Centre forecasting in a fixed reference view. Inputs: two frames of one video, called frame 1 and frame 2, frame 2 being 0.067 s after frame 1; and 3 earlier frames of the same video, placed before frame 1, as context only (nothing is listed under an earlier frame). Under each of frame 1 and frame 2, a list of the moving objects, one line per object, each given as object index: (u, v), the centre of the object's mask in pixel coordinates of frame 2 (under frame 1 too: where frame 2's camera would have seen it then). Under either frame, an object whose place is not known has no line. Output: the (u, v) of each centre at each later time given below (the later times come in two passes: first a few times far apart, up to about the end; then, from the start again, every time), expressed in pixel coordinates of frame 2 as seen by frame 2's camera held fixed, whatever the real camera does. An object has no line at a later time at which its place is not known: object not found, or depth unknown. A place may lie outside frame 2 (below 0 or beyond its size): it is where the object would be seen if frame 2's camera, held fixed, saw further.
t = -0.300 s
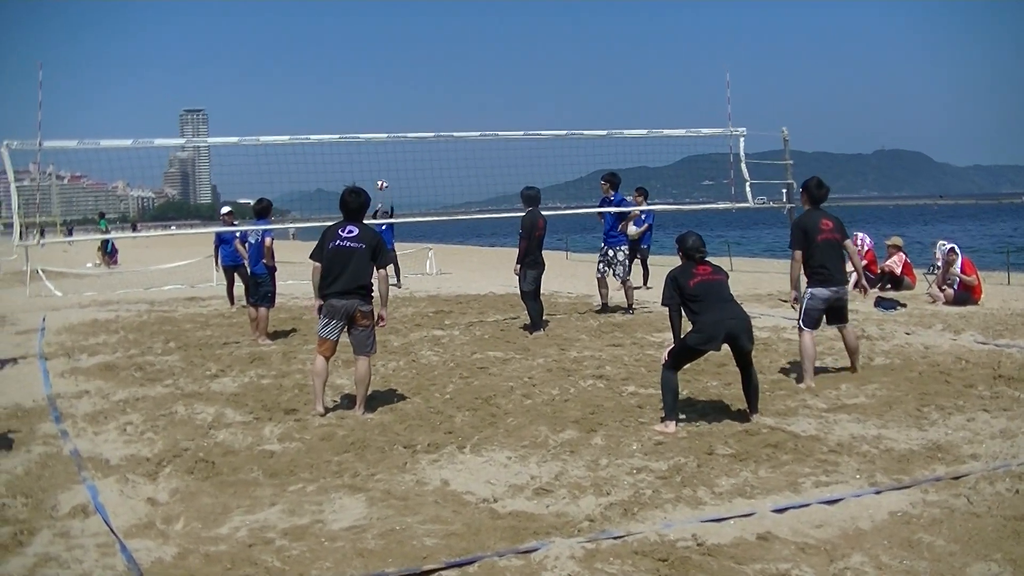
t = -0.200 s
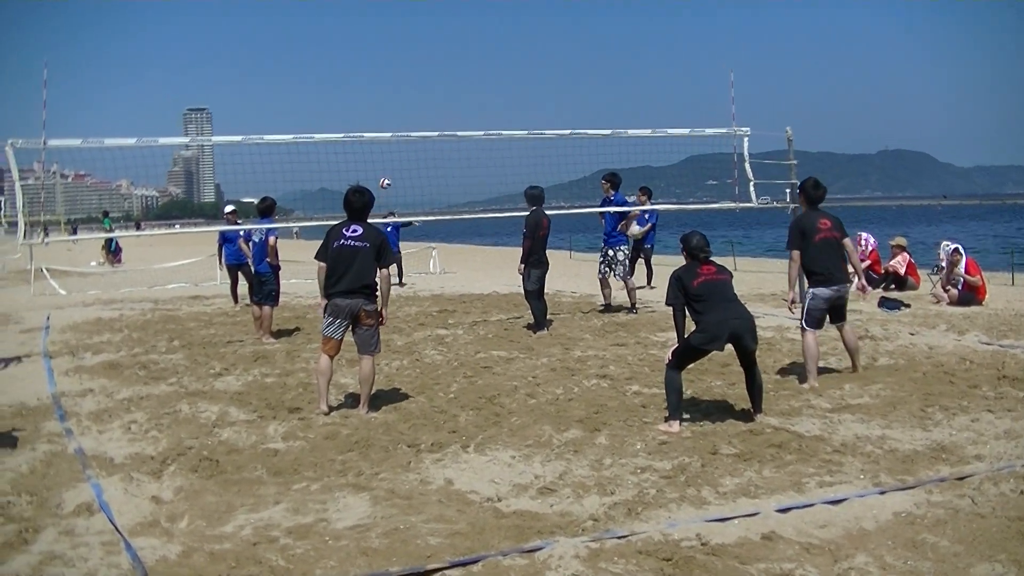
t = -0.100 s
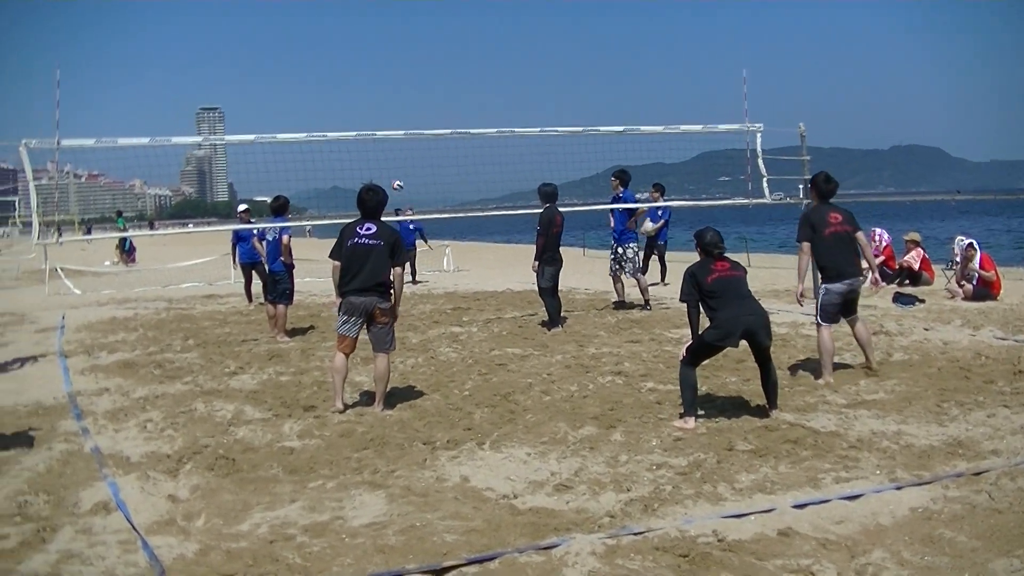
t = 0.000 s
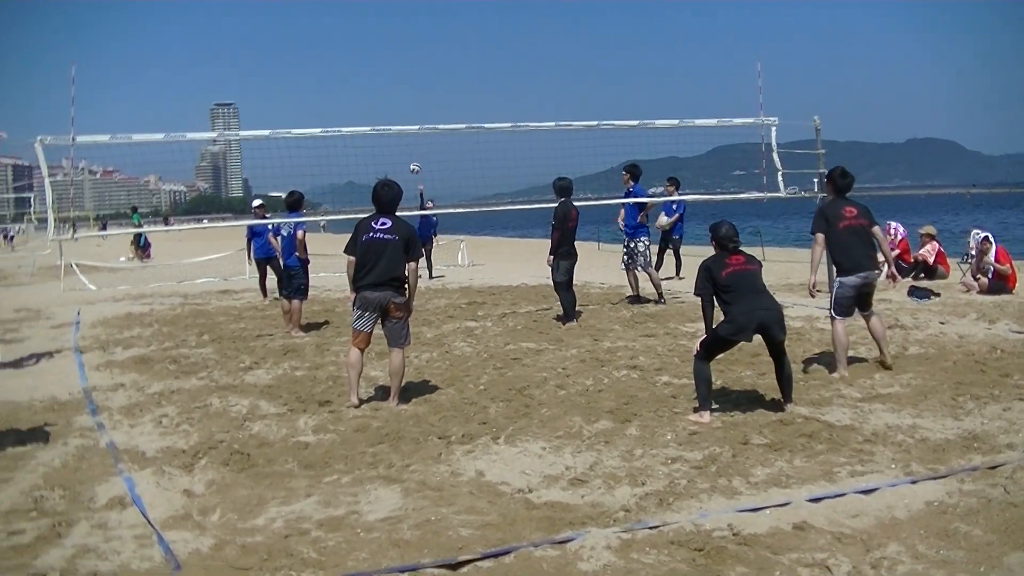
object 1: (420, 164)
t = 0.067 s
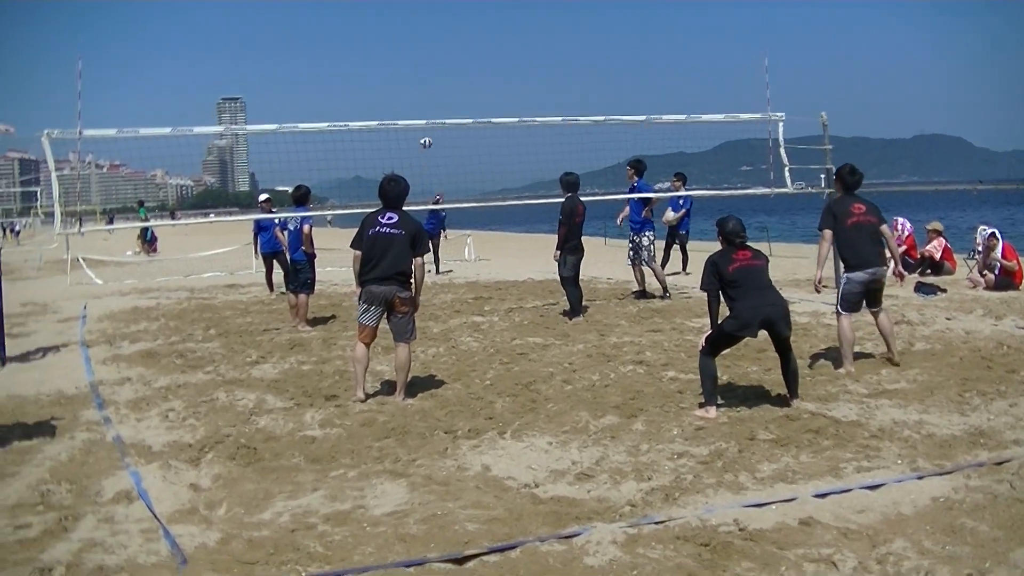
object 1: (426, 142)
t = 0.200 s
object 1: (434, 104)
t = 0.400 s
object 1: (445, 65)
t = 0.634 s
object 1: (459, 45)
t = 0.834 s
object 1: (478, 60)
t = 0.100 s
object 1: (429, 132)
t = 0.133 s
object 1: (431, 123)
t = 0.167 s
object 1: (433, 113)
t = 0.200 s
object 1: (434, 104)
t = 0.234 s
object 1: (436, 96)
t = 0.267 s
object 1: (437, 89)
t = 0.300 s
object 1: (439, 81)
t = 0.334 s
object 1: (441, 75)
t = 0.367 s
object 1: (443, 70)
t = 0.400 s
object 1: (445, 65)
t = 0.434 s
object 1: (447, 60)
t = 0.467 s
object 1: (448, 55)
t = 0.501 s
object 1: (451, 53)
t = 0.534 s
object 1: (452, 49)
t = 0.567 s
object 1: (455, 47)
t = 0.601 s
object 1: (457, 46)
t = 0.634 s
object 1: (459, 45)
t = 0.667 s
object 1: (463, 45)
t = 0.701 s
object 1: (465, 46)
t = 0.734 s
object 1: (468, 48)
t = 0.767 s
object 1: (470, 51)
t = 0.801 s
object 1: (474, 55)
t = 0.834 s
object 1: (478, 60)
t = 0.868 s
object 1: (482, 67)
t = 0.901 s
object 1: (486, 75)
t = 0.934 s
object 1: (490, 85)
